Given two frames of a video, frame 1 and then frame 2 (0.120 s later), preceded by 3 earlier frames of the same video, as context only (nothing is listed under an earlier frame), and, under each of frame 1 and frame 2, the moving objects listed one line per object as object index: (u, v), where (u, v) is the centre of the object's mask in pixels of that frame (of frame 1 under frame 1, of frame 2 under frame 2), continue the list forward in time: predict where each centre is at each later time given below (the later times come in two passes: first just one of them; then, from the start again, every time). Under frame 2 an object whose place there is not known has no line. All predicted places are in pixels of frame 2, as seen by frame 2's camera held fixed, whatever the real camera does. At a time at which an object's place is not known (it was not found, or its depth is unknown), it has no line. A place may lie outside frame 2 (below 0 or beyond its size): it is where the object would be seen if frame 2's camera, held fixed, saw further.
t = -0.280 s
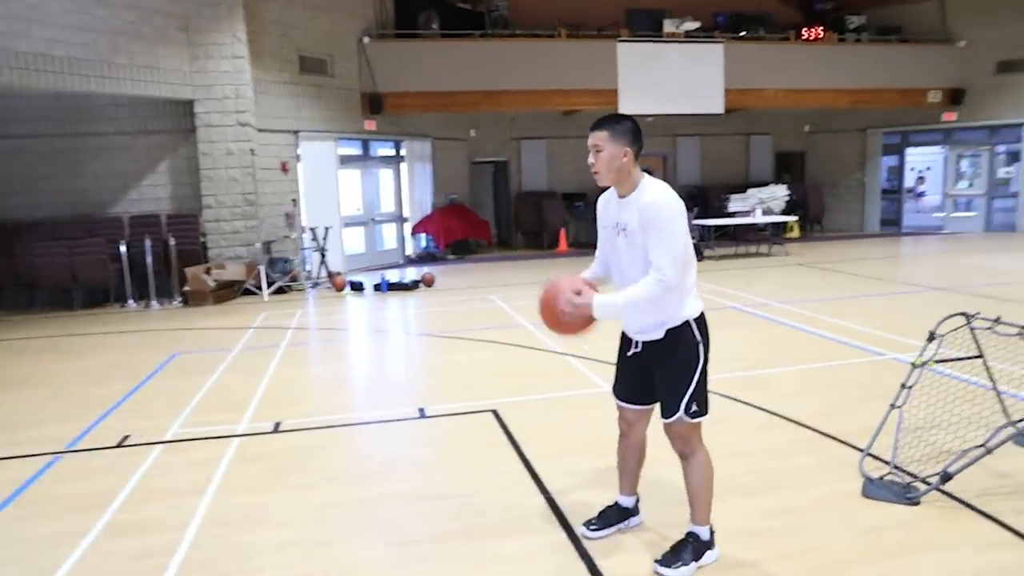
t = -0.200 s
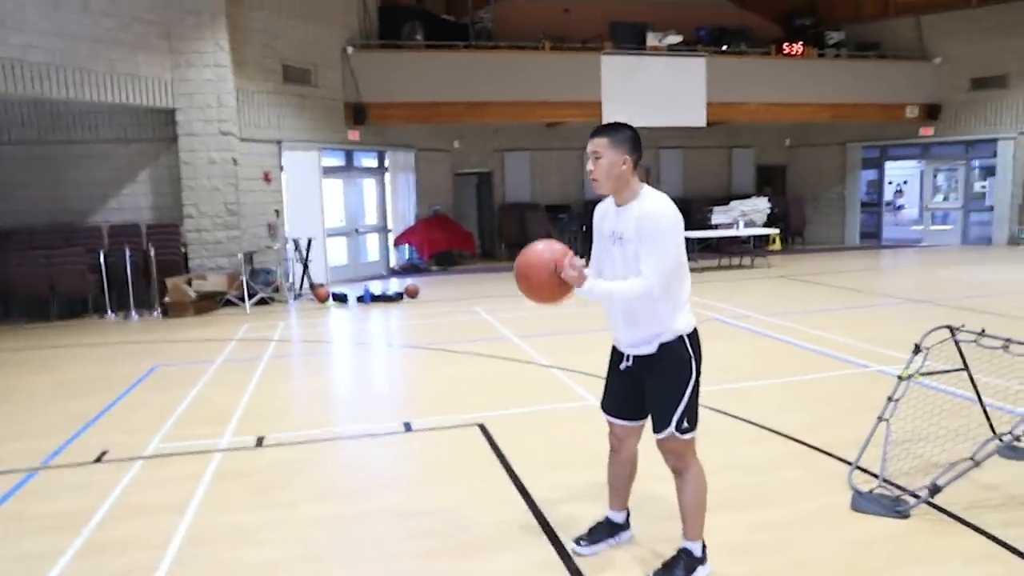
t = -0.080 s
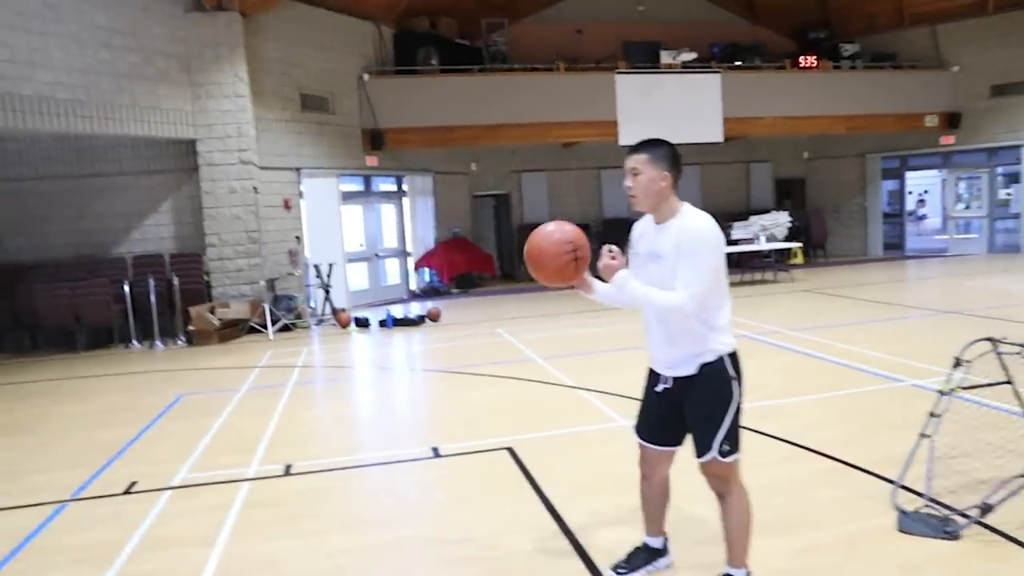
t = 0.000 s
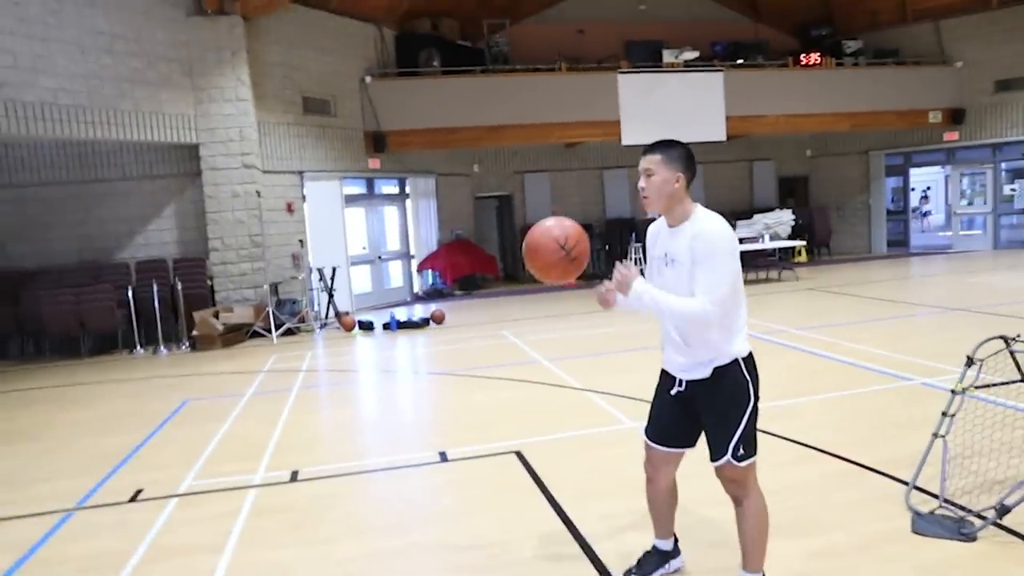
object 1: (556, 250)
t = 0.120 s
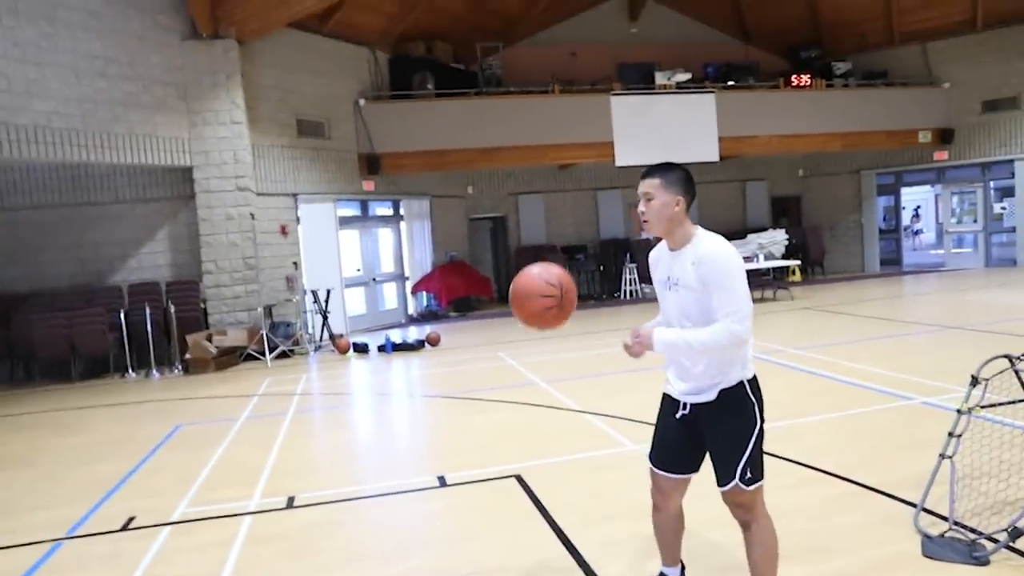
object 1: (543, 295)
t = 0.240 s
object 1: (531, 359)
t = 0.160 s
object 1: (539, 312)
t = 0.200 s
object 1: (536, 332)
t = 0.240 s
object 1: (531, 359)
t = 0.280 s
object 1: (527, 387)
